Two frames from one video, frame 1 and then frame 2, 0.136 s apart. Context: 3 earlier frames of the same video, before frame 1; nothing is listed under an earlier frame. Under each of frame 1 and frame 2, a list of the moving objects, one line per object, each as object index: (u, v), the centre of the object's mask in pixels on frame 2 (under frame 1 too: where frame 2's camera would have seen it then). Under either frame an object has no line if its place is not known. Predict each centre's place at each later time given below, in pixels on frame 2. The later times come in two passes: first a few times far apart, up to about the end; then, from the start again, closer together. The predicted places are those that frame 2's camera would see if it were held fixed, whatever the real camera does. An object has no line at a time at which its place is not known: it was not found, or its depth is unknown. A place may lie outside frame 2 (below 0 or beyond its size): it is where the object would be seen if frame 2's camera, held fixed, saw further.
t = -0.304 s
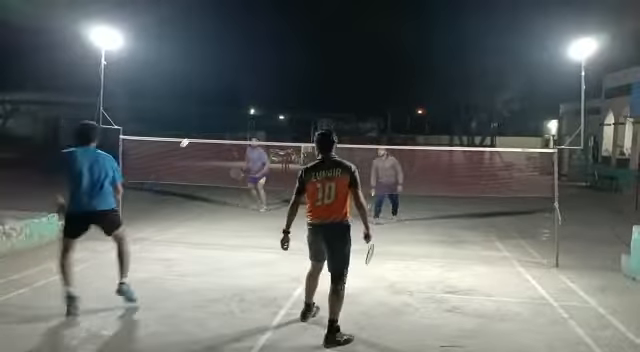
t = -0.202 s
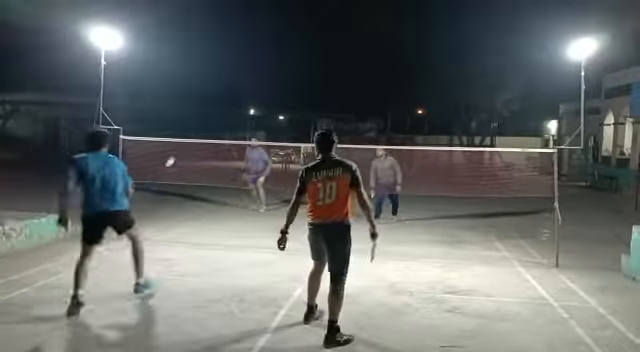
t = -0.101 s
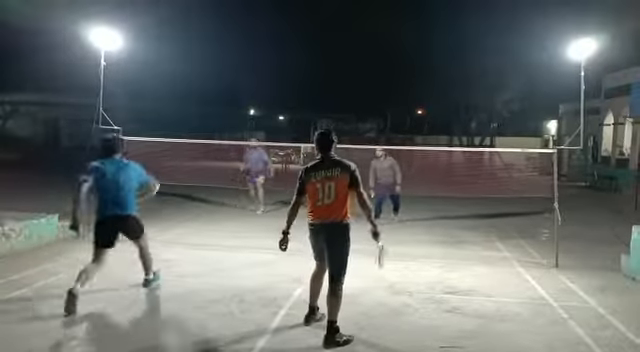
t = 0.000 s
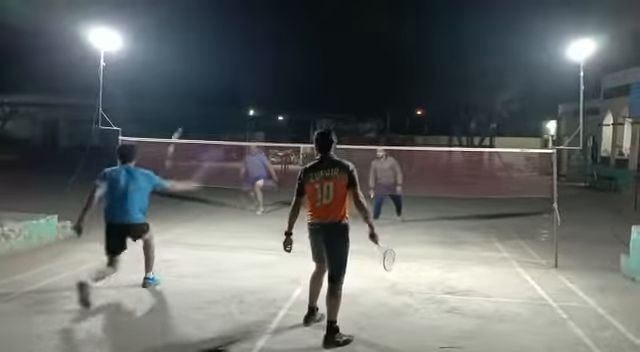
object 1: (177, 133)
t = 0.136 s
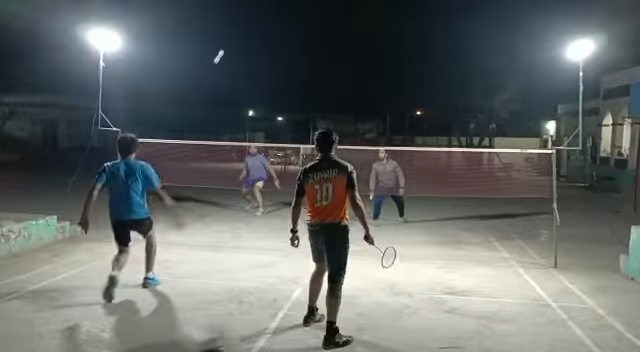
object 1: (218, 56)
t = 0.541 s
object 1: (260, 13)
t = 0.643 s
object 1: (265, 18)
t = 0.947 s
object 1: (278, 51)
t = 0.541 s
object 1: (260, 13)
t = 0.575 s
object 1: (262, 14)
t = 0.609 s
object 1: (263, 16)
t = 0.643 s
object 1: (265, 18)
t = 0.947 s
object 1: (278, 51)
